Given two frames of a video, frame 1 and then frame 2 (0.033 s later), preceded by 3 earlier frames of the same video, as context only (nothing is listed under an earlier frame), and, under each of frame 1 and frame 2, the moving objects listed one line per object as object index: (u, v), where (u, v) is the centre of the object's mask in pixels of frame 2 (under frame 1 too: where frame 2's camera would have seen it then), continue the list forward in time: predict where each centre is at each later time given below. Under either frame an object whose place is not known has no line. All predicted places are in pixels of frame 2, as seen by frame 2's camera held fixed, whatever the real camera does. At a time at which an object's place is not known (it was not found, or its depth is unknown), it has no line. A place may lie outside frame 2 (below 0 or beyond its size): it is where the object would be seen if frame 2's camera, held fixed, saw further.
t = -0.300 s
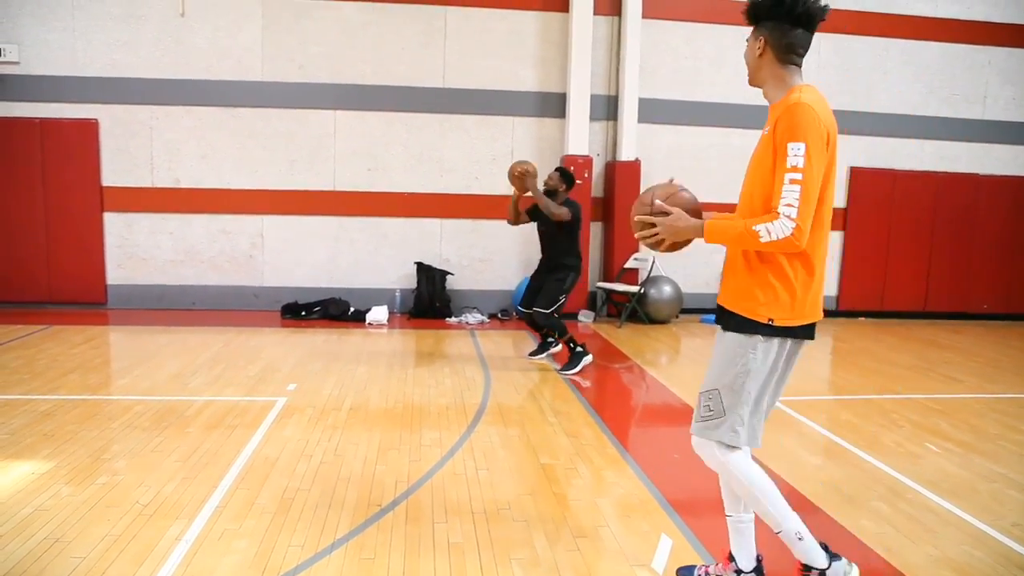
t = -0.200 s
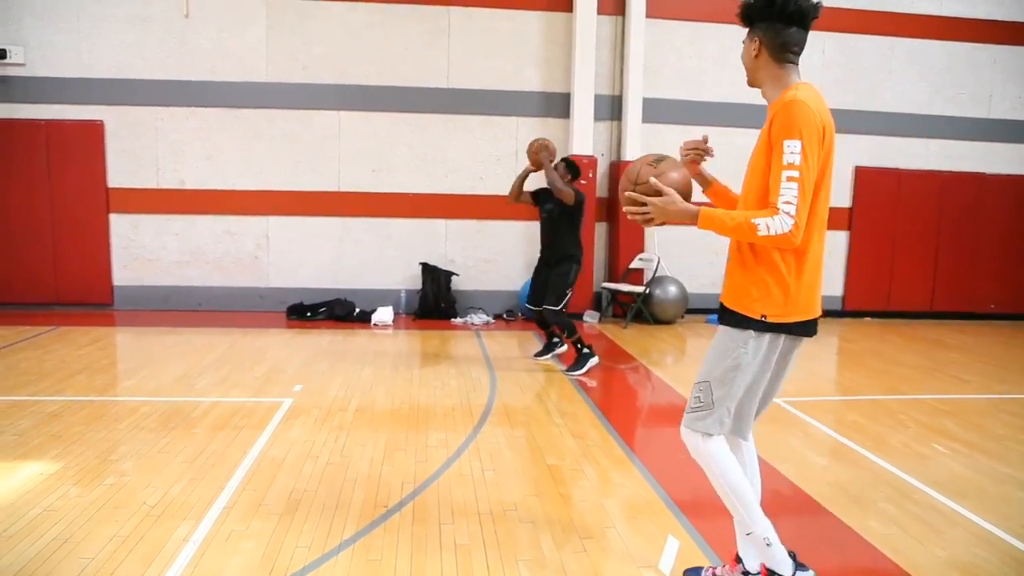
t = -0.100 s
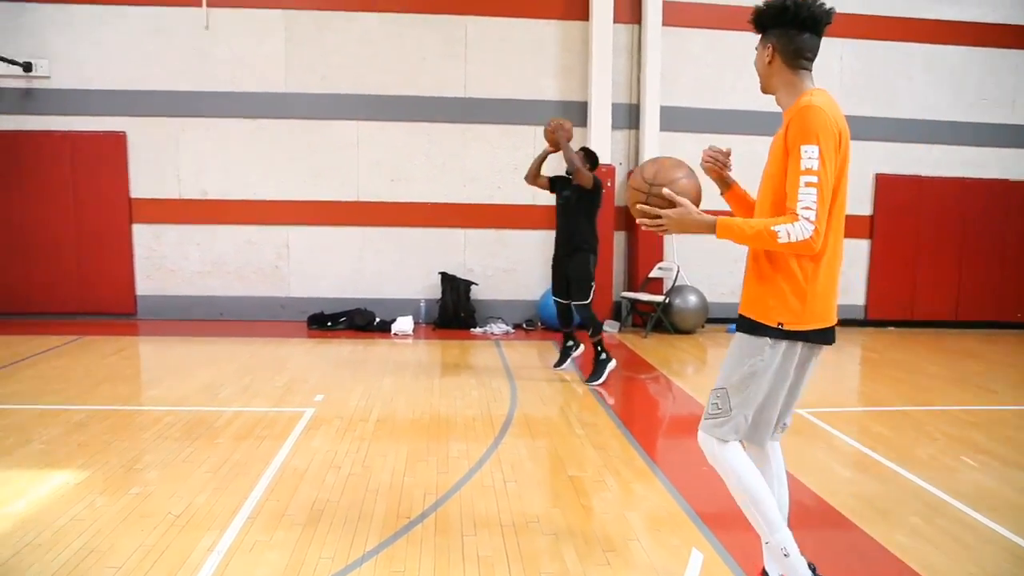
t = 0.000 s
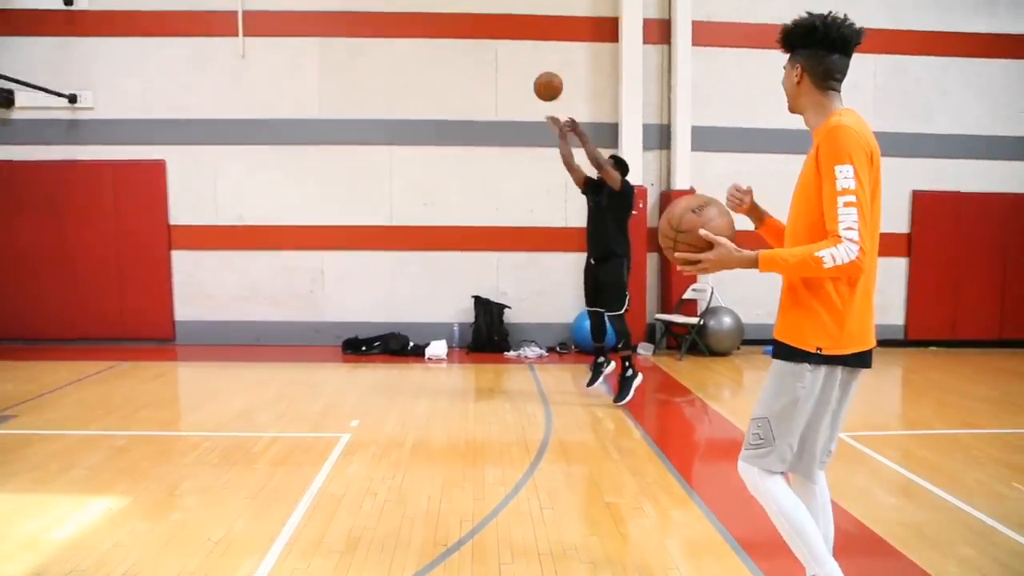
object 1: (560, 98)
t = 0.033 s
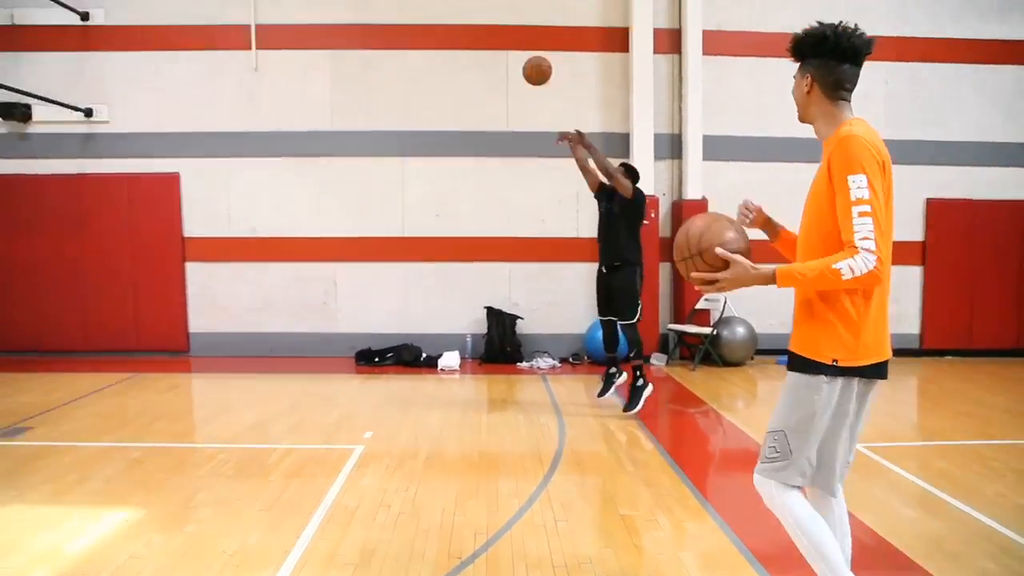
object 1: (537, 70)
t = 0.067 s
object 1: (513, 45)
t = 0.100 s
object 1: (491, 21)
